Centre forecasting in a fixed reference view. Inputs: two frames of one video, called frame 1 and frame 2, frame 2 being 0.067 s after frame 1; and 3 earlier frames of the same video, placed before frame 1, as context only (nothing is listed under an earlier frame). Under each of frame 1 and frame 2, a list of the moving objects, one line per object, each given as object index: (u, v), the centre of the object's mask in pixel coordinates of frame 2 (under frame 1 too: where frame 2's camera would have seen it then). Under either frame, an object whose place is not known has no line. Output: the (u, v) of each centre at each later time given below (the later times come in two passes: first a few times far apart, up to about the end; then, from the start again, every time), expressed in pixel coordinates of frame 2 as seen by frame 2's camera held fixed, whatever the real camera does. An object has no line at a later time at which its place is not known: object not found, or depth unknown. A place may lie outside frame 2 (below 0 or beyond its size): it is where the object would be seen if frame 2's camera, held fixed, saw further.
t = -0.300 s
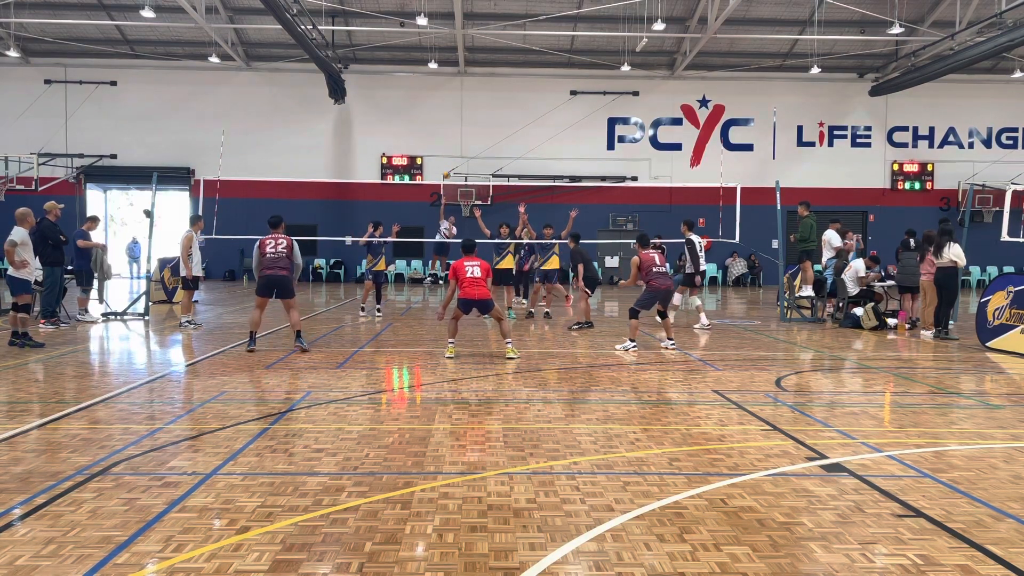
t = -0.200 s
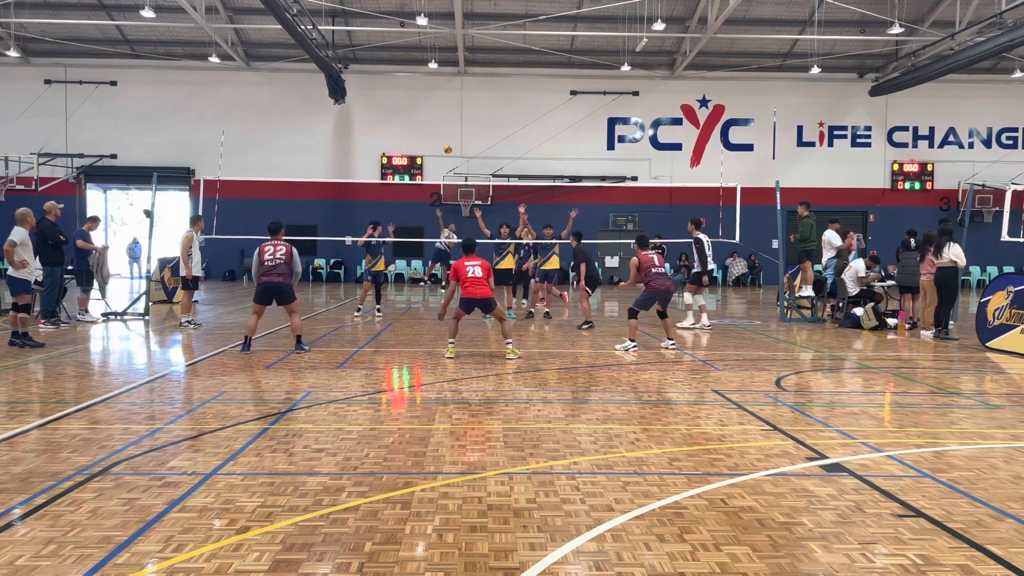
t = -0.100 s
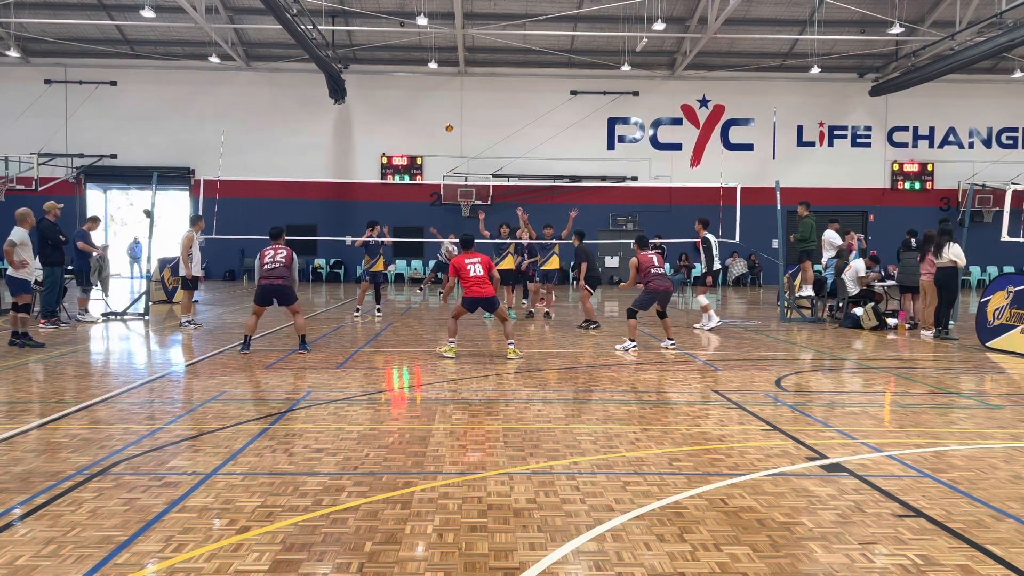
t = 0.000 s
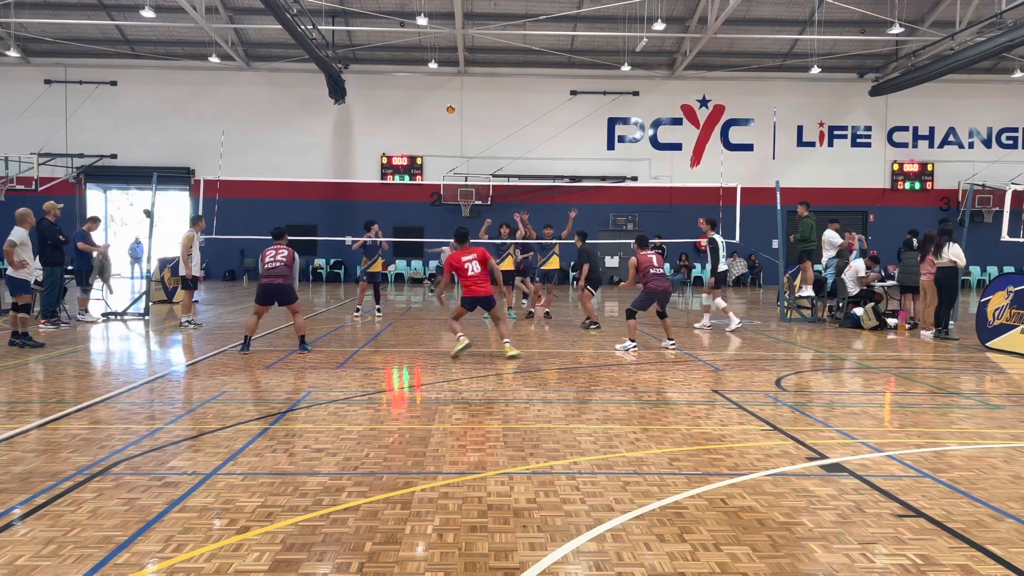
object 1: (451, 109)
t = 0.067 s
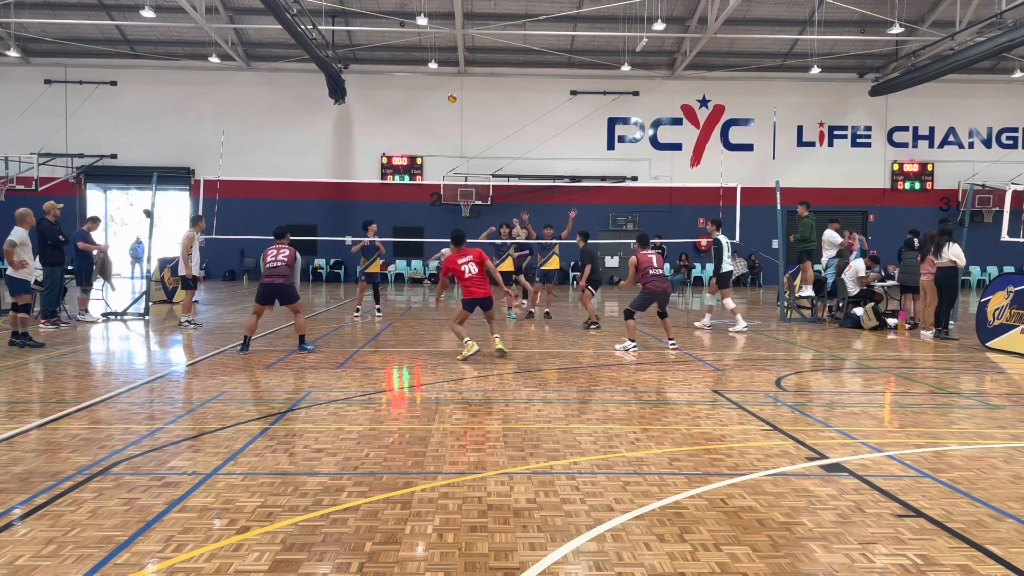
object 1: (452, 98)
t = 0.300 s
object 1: (456, 72)
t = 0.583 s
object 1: (463, 74)
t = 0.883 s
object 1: (469, 123)
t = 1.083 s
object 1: (473, 190)
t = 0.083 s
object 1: (452, 96)
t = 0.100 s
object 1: (453, 94)
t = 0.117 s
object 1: (453, 91)
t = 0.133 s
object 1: (453, 89)
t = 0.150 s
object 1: (453, 87)
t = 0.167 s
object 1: (454, 85)
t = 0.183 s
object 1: (454, 83)
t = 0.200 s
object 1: (455, 81)
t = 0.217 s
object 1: (455, 79)
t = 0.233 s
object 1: (456, 77)
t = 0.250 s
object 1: (456, 76)
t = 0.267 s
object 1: (456, 75)
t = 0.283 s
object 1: (456, 73)
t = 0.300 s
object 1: (456, 72)
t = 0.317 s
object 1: (457, 71)
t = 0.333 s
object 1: (457, 71)
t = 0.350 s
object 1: (458, 70)
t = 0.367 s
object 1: (458, 70)
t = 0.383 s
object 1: (459, 69)
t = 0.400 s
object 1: (459, 69)
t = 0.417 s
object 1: (459, 69)
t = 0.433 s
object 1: (460, 69)
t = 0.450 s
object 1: (460, 69)
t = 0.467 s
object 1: (461, 69)
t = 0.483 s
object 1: (461, 69)
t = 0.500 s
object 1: (461, 69)
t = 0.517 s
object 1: (462, 70)
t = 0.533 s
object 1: (462, 71)
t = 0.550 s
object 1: (462, 72)
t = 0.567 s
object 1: (463, 73)
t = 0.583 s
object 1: (463, 74)
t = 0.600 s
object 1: (464, 75)
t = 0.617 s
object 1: (464, 77)
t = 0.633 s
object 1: (465, 78)
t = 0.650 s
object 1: (465, 80)
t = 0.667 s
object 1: (465, 82)
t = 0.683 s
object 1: (465, 84)
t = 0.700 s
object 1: (466, 87)
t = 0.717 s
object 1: (466, 89)
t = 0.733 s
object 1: (466, 92)
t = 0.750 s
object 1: (467, 94)
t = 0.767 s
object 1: (467, 97)
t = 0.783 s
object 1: (467, 101)
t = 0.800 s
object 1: (467, 104)
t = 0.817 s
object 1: (468, 108)
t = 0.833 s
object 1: (468, 111)
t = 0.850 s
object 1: (468, 115)
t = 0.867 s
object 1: (469, 119)
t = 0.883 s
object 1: (469, 123)
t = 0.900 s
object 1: (469, 128)
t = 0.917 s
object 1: (469, 132)
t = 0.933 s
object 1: (470, 137)
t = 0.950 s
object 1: (471, 142)
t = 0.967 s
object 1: (471, 148)
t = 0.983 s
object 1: (471, 153)
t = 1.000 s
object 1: (471, 159)
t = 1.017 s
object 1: (471, 164)
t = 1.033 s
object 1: (472, 170)
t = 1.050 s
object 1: (473, 177)
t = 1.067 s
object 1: (473, 183)
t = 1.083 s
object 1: (473, 190)
